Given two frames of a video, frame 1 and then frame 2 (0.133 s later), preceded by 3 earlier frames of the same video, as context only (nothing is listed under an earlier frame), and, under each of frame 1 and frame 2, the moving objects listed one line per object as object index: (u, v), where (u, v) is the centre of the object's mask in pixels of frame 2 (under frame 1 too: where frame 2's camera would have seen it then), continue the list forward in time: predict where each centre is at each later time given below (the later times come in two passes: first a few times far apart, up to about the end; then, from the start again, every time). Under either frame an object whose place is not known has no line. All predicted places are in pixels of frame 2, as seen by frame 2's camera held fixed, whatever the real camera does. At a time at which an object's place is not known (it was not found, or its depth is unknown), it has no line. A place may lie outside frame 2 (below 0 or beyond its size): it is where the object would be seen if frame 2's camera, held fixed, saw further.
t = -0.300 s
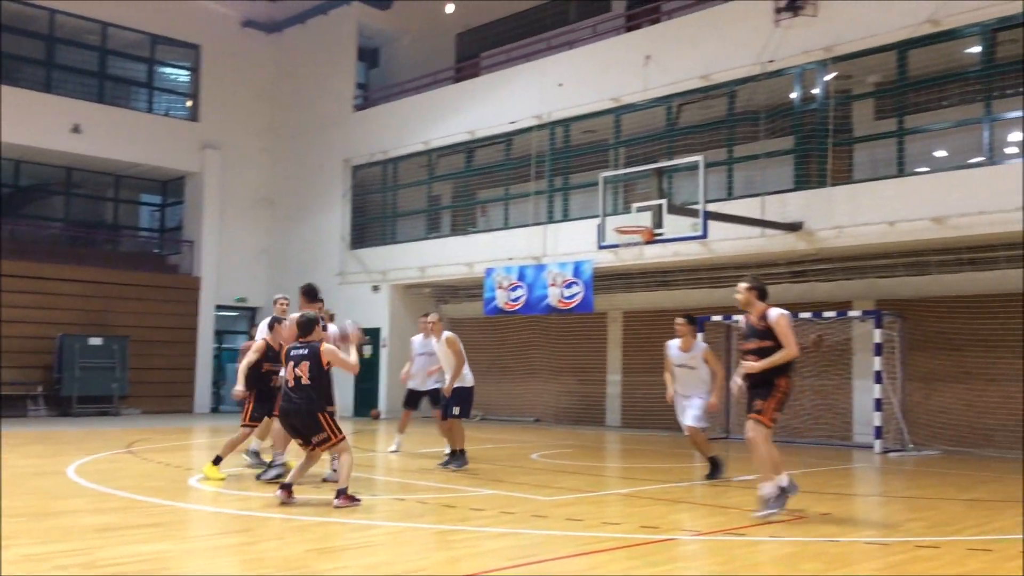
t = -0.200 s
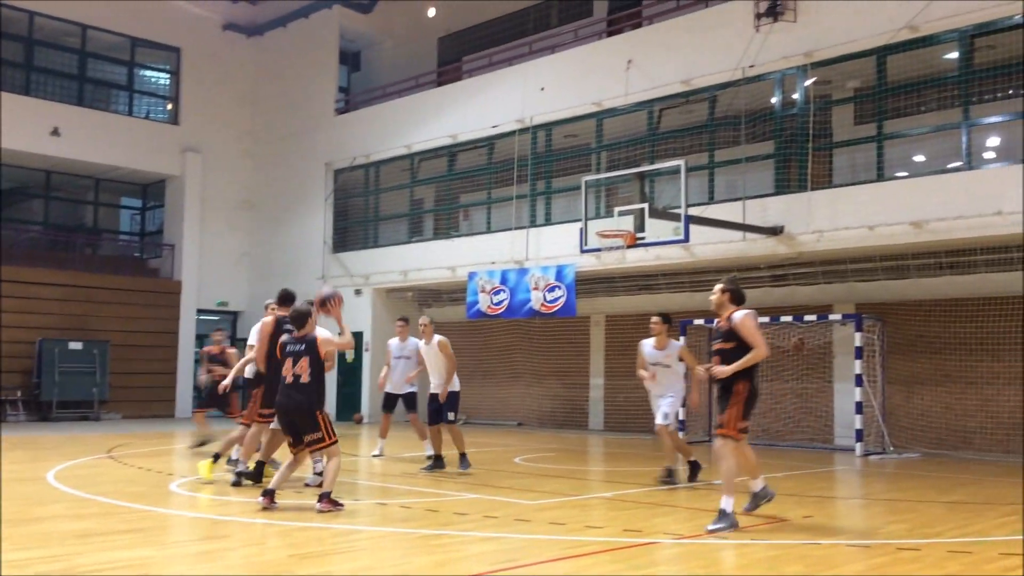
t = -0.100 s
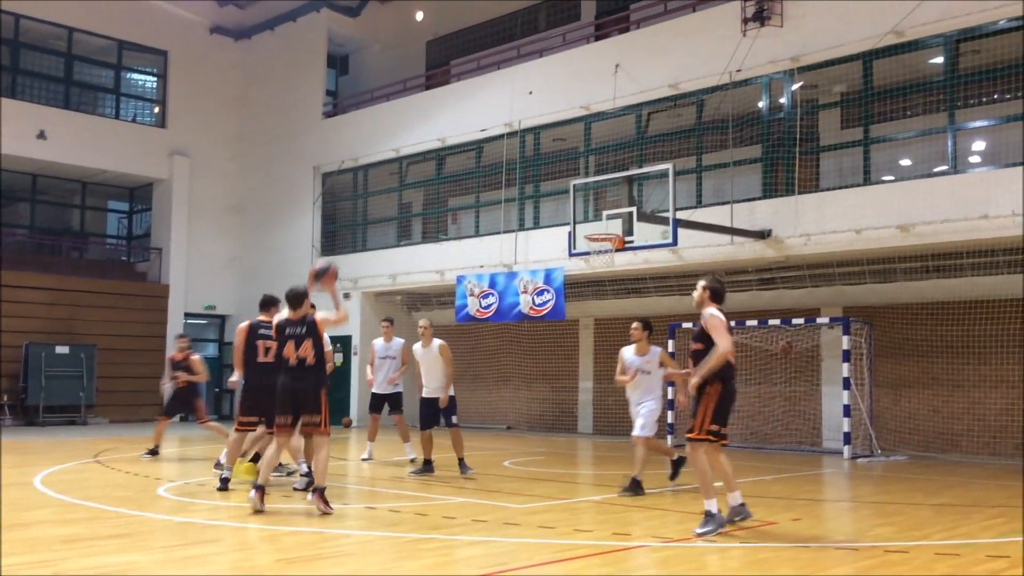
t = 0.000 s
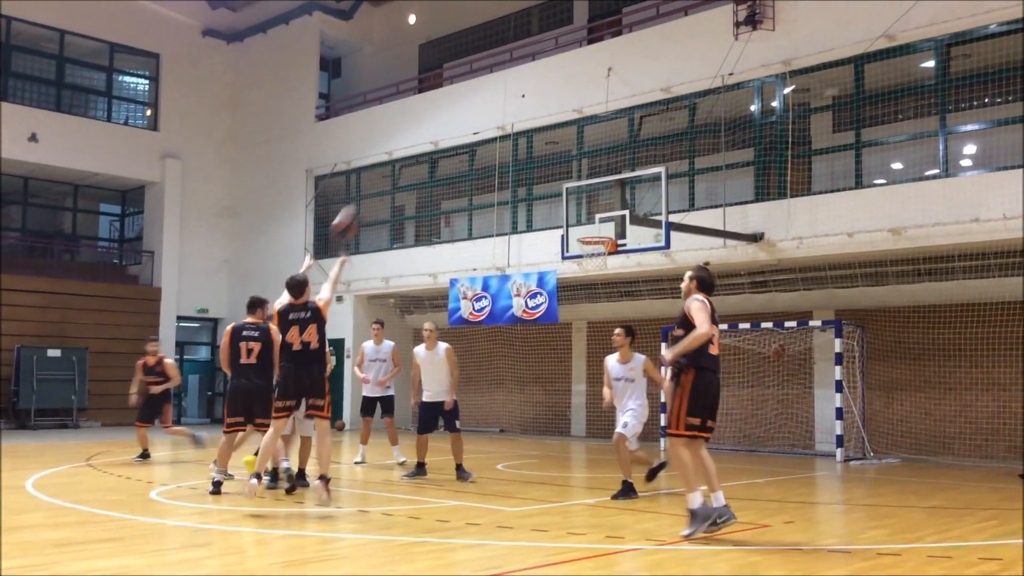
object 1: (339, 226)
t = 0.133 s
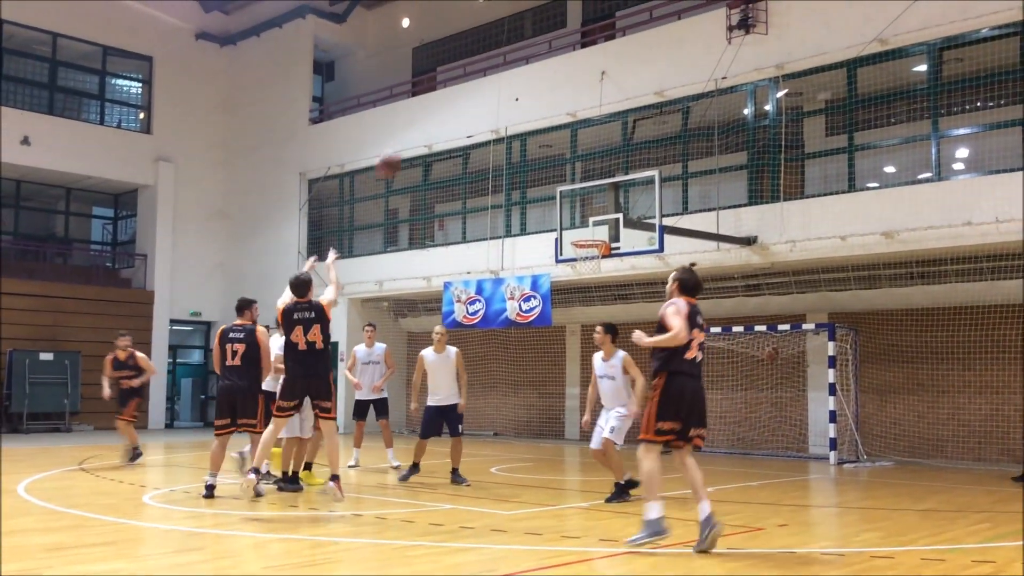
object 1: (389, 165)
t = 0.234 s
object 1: (422, 133)
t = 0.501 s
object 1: (493, 100)
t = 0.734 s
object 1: (543, 121)
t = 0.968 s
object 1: (585, 176)
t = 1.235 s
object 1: (581, 258)
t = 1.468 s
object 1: (564, 273)
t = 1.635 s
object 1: (553, 305)
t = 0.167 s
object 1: (401, 153)
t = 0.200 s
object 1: (411, 142)
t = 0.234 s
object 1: (422, 133)
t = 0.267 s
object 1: (431, 124)
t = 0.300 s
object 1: (441, 118)
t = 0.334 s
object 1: (450, 113)
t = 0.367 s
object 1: (459, 108)
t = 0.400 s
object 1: (468, 105)
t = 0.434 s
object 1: (477, 103)
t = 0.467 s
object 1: (485, 101)
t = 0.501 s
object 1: (493, 100)
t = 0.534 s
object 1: (500, 101)
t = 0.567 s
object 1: (508, 102)
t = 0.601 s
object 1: (516, 105)
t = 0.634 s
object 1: (523, 107)
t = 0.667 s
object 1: (530, 111)
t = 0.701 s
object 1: (536, 116)
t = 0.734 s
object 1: (543, 121)
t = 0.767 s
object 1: (550, 127)
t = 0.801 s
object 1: (557, 134)
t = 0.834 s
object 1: (563, 141)
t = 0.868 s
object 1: (568, 149)
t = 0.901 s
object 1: (574, 159)
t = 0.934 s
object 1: (580, 167)
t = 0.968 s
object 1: (585, 176)
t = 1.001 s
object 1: (591, 188)
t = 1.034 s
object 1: (596, 200)
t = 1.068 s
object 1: (602, 210)
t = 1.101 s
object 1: (607, 224)
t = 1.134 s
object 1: (601, 232)
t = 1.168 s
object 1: (594, 240)
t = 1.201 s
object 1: (586, 252)
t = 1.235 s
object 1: (581, 258)
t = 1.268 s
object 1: (578, 259)
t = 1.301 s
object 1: (576, 260)
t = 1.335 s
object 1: (574, 261)
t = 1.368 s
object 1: (572, 263)
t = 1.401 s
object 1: (569, 266)
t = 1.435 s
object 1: (567, 269)
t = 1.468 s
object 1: (564, 273)
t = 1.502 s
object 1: (562, 278)
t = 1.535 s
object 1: (560, 284)
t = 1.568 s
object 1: (557, 291)
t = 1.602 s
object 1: (555, 298)
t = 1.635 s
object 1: (553, 305)
